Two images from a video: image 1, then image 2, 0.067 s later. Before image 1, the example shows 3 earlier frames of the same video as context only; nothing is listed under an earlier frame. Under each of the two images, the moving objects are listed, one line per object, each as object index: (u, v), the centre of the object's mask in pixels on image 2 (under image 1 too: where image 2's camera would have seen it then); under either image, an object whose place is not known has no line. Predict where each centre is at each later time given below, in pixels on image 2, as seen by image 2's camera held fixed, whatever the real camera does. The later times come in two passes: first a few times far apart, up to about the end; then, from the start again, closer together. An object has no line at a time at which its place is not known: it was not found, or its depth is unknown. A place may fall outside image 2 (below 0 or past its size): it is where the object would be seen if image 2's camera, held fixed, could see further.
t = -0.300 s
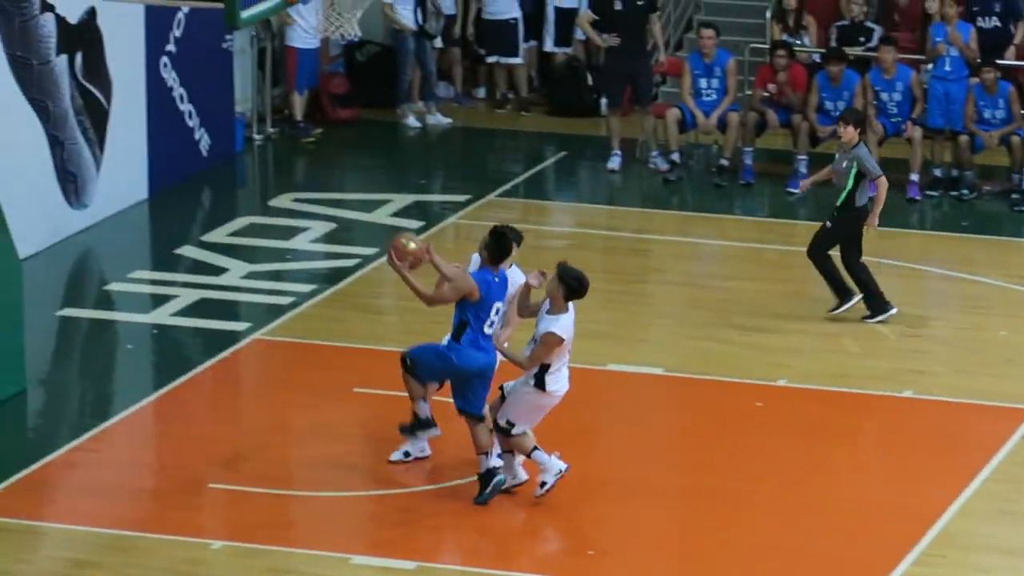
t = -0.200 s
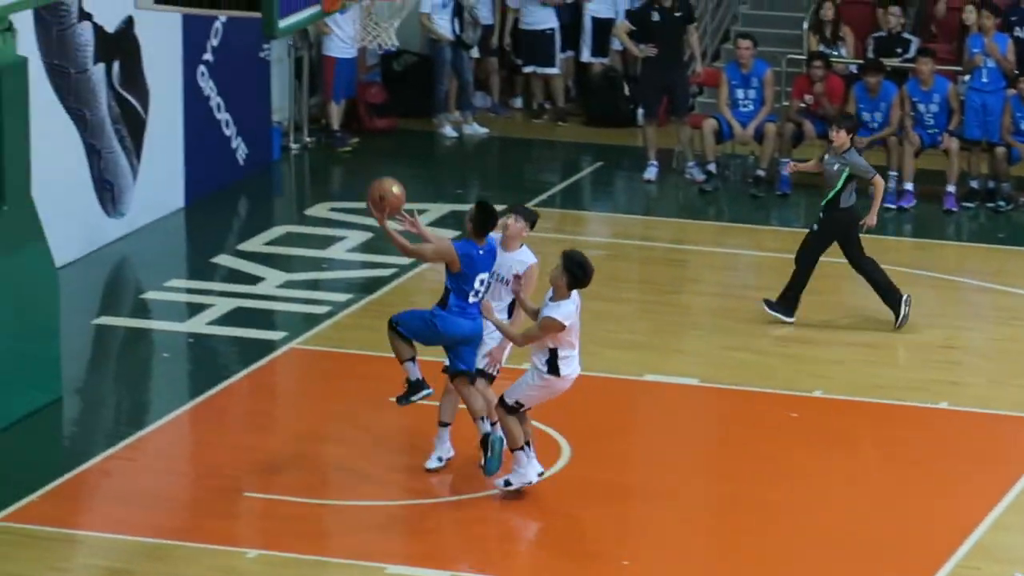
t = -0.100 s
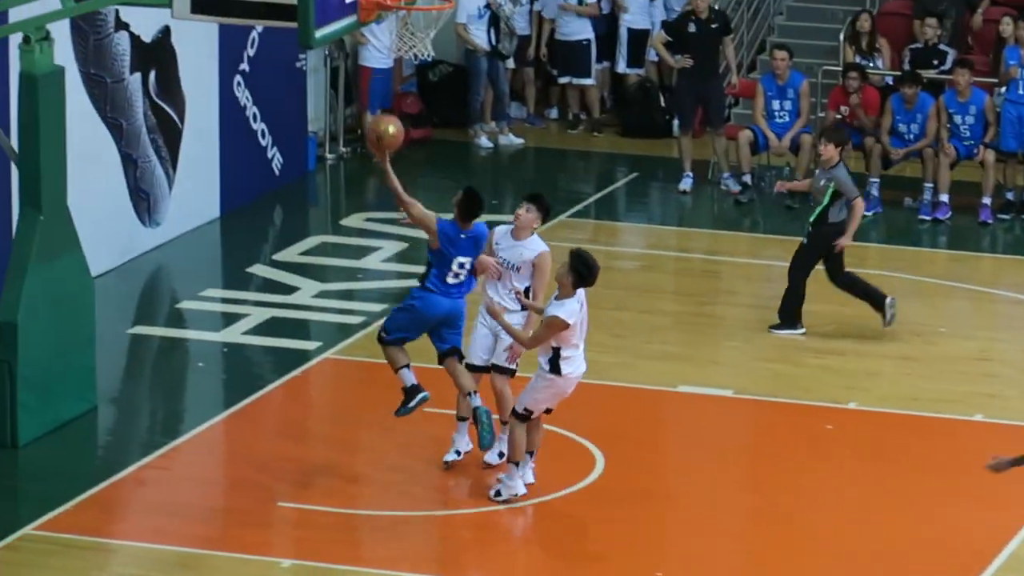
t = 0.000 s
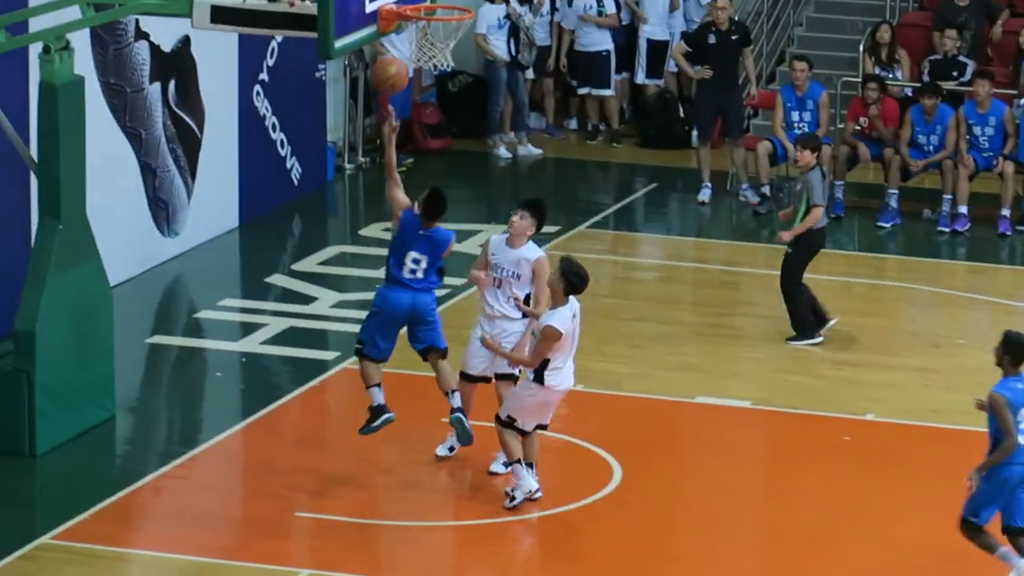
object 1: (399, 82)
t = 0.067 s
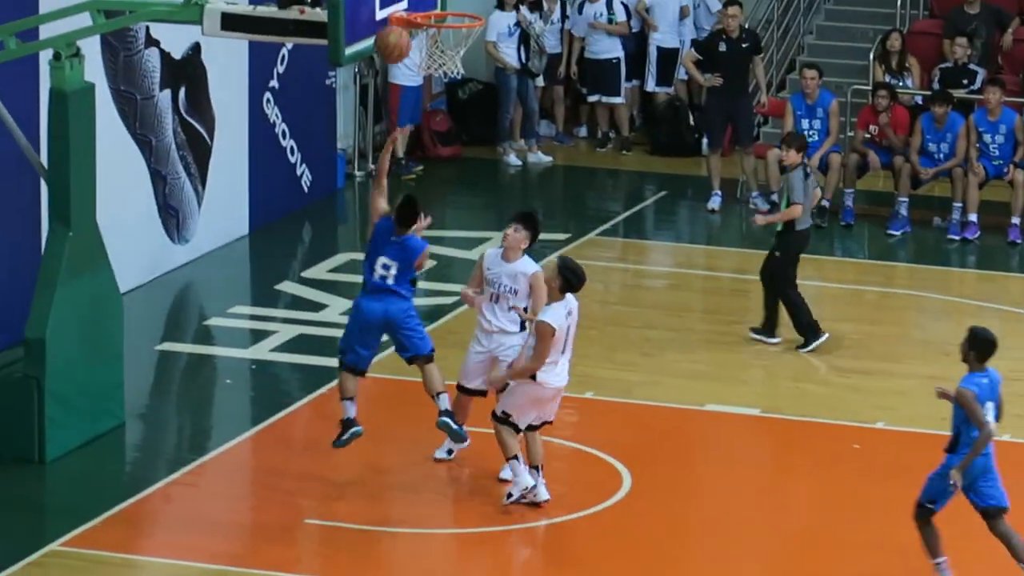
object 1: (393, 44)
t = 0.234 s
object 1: (403, -7)
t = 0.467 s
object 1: (468, -1)
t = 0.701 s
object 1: (476, 2)
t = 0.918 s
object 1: (461, 7)
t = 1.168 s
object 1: (436, 63)
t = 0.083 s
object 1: (391, 36)
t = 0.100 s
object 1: (390, 28)
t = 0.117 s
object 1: (388, 22)
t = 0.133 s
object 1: (385, 13)
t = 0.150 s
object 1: (383, 7)
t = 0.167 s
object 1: (383, 3)
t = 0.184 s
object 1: (388, 0)
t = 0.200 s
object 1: (393, -3)
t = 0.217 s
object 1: (398, -5)
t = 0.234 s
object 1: (403, -7)
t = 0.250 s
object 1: (408, -9)
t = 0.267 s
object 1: (412, -11)
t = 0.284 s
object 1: (417, -13)
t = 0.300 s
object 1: (422, -14)
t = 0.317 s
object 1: (427, -15)
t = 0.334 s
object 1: (432, -16)
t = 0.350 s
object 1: (436, -16)
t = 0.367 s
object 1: (441, -16)
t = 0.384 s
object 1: (445, -14)
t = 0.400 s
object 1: (450, -13)
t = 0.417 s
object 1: (455, -11)
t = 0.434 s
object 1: (459, -8)
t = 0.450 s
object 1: (465, -4)
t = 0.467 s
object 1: (468, -1)
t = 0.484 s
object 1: (474, 3)
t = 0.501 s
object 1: (476, 5)
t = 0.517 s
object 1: (476, 3)
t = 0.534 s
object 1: (476, 1)
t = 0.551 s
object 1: (476, 0)
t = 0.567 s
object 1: (476, -1)
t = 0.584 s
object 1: (477, -1)
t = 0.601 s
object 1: (476, -1)
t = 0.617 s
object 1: (476, -1)
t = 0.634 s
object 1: (476, 0)
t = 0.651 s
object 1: (476, 1)
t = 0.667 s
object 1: (477, 2)
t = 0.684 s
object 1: (476, 2)
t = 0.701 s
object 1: (476, 2)
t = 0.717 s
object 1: (475, 1)
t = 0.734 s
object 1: (474, 1)
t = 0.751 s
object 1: (472, 1)
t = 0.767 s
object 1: (471, 2)
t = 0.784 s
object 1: (470, 3)
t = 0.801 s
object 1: (469, 3)
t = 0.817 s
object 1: (469, 3)
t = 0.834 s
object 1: (467, 4)
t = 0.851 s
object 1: (466, 5)
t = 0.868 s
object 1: (465, 5)
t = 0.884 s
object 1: (463, 6)
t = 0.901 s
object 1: (462, 6)
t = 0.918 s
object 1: (461, 7)
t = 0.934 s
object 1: (459, 8)
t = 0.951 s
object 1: (457, 9)
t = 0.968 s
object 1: (456, 10)
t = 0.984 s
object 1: (454, 15)
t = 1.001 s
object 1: (453, 18)
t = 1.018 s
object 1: (452, 22)
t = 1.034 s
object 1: (448, 26)
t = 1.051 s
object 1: (448, 31)
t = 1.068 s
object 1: (445, 39)
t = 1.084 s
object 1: (443, 40)
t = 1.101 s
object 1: (442, 42)
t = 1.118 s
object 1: (443, 41)
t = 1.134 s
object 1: (440, 41)
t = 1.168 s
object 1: (436, 63)
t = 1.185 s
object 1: (435, 69)
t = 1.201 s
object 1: (434, 80)
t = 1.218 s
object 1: (434, 83)
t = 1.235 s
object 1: (433, 88)
